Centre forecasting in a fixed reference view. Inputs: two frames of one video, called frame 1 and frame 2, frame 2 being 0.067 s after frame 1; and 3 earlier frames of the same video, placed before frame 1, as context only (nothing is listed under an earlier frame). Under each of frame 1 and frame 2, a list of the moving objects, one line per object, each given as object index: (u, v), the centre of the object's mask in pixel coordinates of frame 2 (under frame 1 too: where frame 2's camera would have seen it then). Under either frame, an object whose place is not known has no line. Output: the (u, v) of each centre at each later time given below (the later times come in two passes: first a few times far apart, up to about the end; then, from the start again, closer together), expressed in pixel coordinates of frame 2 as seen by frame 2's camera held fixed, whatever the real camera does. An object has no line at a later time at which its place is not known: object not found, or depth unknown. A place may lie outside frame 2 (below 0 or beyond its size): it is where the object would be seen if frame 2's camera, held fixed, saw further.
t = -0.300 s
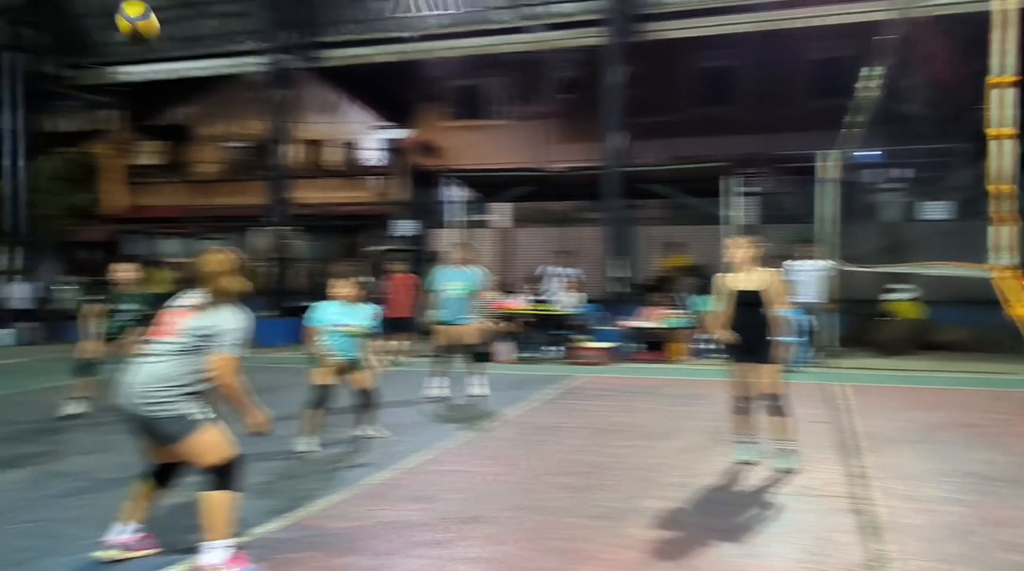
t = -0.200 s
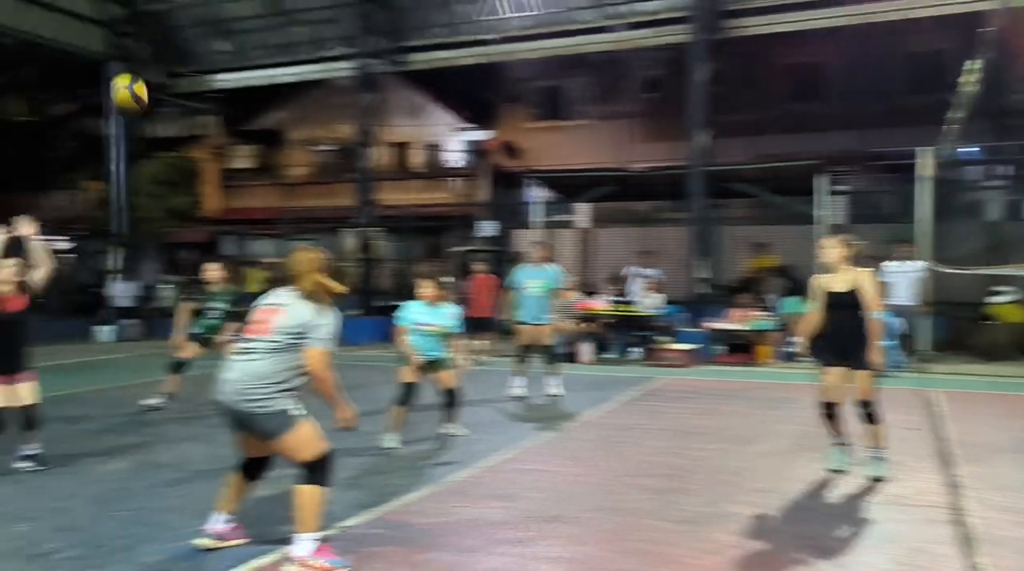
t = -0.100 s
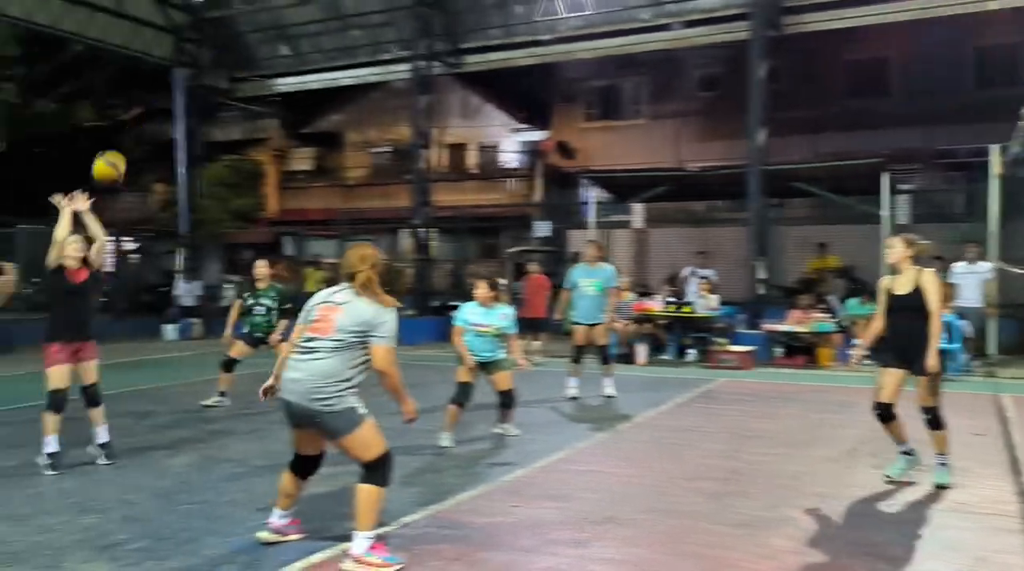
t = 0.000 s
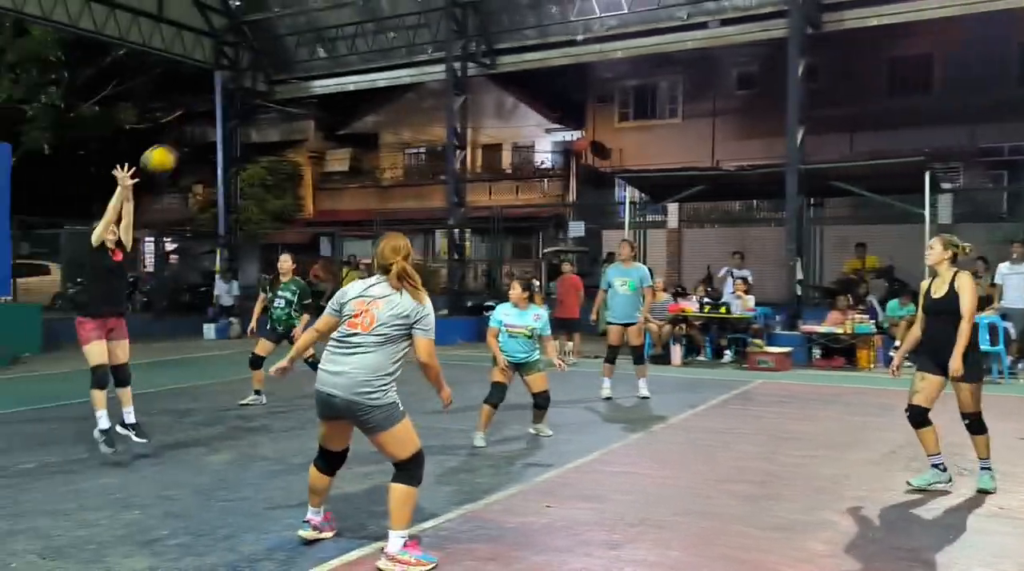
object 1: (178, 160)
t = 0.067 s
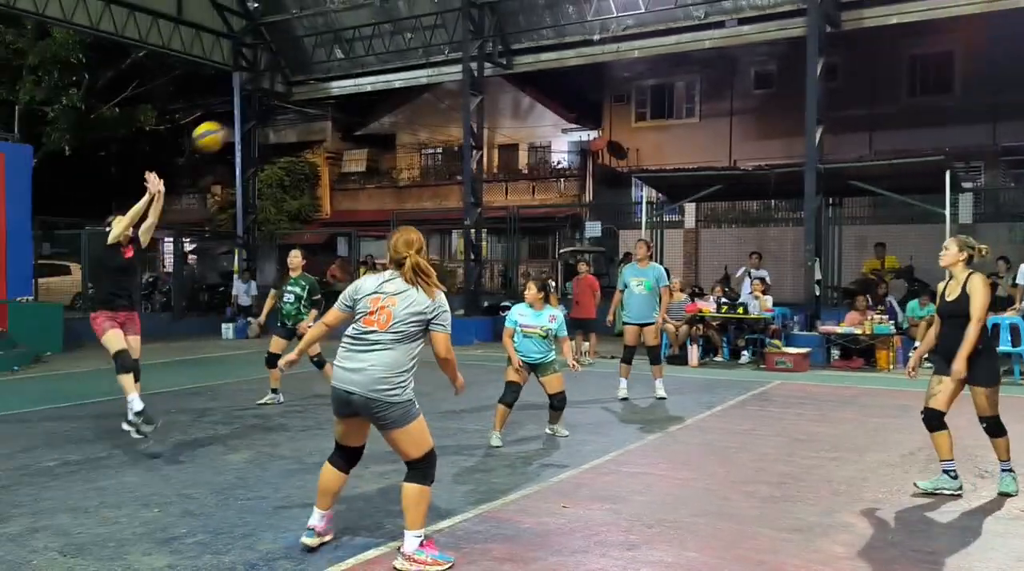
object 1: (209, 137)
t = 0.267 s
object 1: (301, 98)
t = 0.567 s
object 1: (434, 146)
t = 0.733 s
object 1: (504, 226)
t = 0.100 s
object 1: (223, 127)
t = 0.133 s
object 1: (240, 118)
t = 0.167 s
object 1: (255, 111)
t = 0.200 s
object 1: (270, 105)
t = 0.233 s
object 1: (286, 101)
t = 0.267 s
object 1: (301, 98)
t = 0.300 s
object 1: (316, 97)
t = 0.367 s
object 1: (346, 102)
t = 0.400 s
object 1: (360, 104)
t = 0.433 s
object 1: (376, 109)
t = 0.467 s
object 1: (390, 116)
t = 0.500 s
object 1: (405, 124)
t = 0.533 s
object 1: (419, 135)
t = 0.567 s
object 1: (434, 146)
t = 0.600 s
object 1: (448, 159)
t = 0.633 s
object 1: (462, 174)
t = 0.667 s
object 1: (475, 189)
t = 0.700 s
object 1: (489, 206)
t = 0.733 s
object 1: (504, 226)
